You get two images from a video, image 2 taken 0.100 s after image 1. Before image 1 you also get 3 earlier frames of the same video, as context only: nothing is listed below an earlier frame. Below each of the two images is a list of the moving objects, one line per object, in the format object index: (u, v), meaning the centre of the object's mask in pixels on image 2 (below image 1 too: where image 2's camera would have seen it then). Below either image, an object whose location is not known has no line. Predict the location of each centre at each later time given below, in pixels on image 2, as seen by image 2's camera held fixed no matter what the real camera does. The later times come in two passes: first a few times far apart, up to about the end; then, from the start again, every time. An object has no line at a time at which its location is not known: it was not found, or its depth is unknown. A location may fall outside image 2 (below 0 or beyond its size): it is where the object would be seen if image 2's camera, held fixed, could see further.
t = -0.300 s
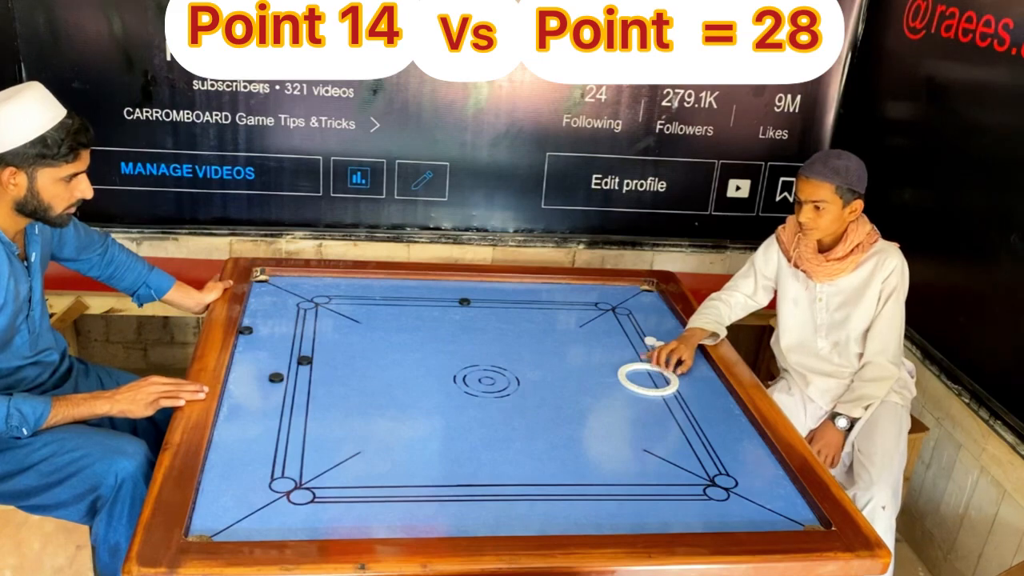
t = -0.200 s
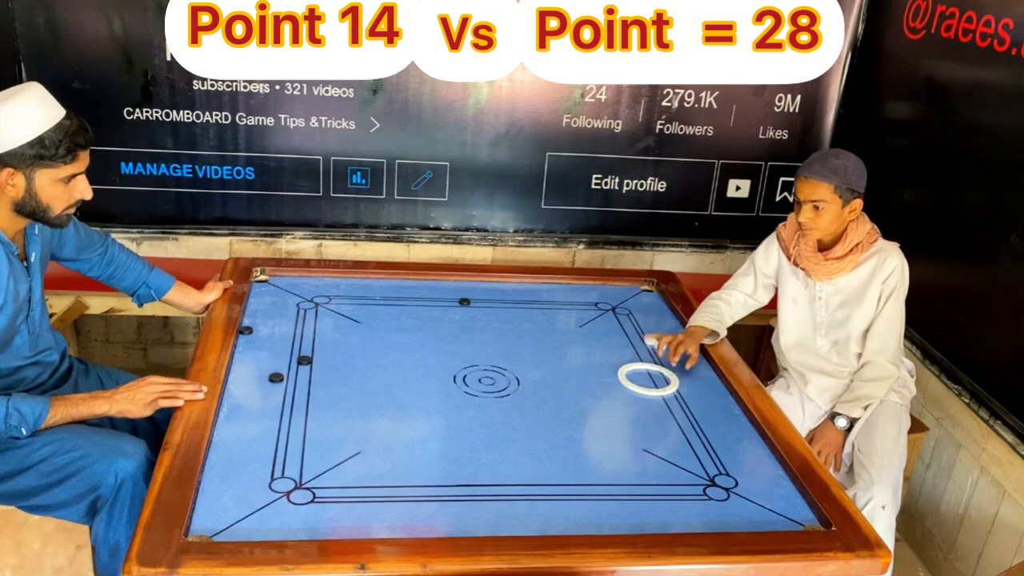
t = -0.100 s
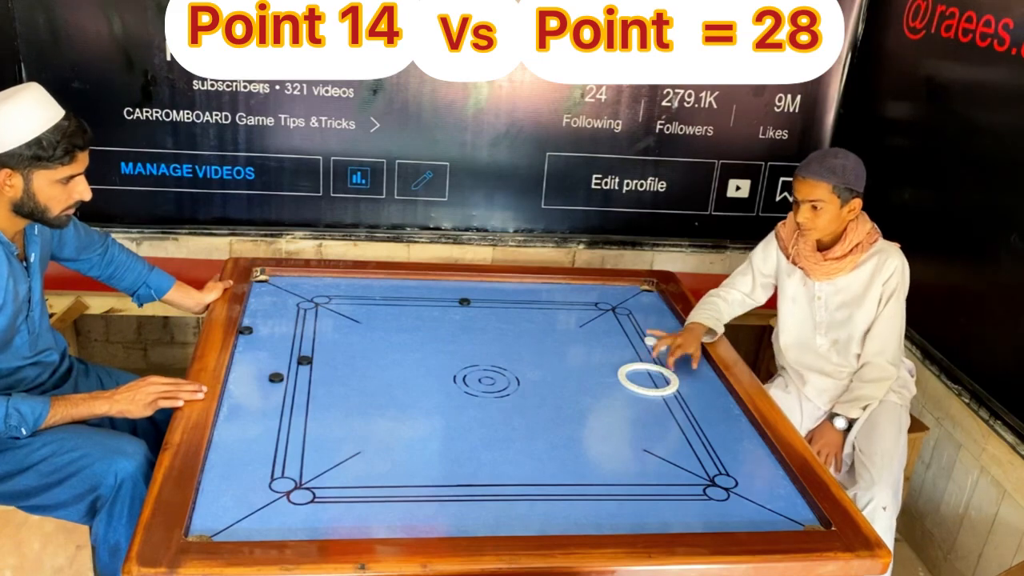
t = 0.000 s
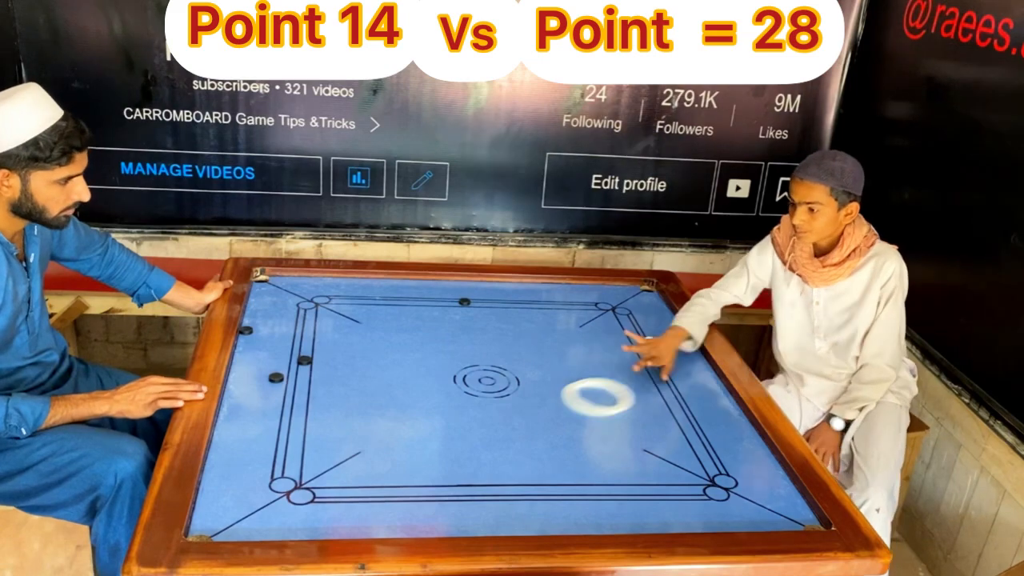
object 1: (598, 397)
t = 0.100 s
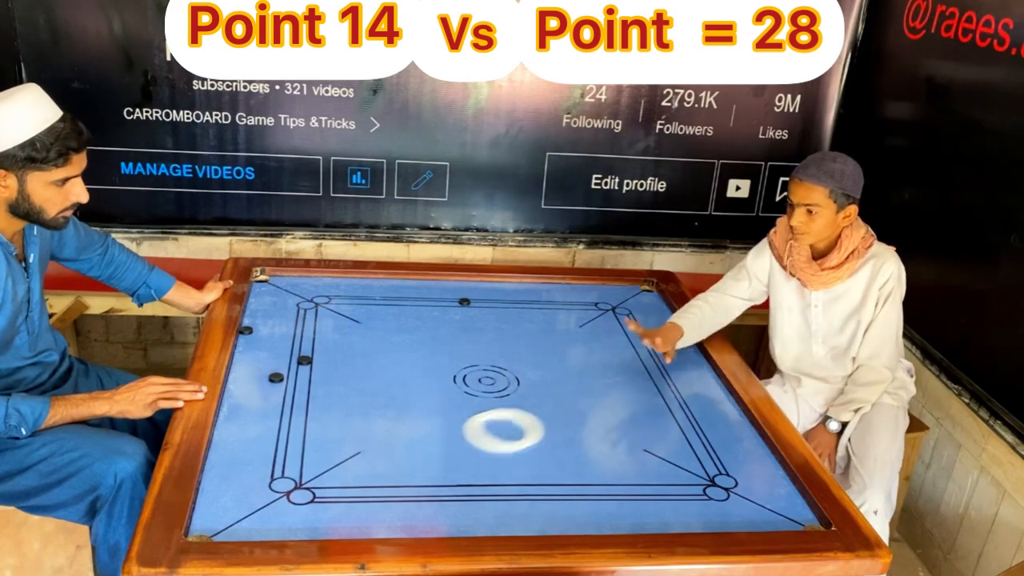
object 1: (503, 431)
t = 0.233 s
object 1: (351, 485)
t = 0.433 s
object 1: (334, 489)
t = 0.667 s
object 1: (505, 435)
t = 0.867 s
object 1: (620, 398)
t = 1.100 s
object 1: (649, 371)
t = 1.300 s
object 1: (556, 361)
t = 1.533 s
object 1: (451, 349)
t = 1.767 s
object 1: (347, 338)
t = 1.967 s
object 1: (297, 329)
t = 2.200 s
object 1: (353, 322)
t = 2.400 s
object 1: (396, 316)
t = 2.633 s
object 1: (442, 310)
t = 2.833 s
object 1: (474, 307)
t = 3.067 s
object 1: (507, 305)
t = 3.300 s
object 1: (538, 303)
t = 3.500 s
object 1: (561, 303)
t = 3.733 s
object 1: (585, 303)
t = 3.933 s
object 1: (605, 303)
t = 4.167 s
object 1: (626, 304)
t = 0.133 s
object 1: (469, 443)
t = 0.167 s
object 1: (432, 456)
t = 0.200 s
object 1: (392, 470)
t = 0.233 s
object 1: (351, 485)
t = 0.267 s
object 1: (306, 501)
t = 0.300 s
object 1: (259, 516)
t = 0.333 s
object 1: (244, 516)
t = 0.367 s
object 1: (275, 507)
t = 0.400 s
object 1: (305, 498)
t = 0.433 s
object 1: (334, 489)
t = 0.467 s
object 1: (362, 480)
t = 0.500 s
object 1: (388, 472)
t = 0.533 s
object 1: (413, 464)
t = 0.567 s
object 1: (437, 456)
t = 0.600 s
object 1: (461, 448)
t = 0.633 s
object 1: (483, 441)
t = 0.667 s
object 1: (505, 435)
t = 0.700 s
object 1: (525, 428)
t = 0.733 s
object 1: (545, 422)
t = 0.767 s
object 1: (565, 416)
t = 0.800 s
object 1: (584, 409)
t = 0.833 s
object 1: (602, 404)
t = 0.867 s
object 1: (620, 398)
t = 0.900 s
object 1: (637, 393)
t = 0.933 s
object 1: (654, 388)
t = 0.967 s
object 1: (670, 383)
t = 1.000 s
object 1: (686, 378)
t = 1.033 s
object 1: (680, 375)
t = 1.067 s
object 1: (665, 373)
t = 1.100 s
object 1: (649, 371)
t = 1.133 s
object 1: (633, 370)
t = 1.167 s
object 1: (618, 368)
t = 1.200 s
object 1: (602, 366)
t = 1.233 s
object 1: (587, 364)
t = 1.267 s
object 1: (572, 362)
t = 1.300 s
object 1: (556, 361)
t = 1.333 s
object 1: (541, 359)
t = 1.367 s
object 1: (526, 358)
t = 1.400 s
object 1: (511, 356)
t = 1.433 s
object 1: (496, 354)
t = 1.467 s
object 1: (481, 352)
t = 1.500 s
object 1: (466, 351)
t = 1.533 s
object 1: (451, 349)
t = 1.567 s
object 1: (436, 348)
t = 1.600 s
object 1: (421, 346)
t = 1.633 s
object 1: (406, 344)
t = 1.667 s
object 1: (392, 343)
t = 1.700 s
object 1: (377, 342)
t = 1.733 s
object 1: (362, 340)
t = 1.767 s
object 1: (347, 338)
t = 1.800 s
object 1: (332, 337)
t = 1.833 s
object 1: (318, 335)
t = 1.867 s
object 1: (303, 334)
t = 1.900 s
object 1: (288, 332)
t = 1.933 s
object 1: (288, 331)
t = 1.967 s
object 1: (297, 329)
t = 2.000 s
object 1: (305, 328)
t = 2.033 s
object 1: (313, 327)
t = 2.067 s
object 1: (322, 326)
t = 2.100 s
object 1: (330, 325)
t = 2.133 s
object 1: (338, 324)
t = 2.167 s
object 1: (346, 323)
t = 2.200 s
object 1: (353, 322)
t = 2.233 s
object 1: (361, 321)
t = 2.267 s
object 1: (368, 320)
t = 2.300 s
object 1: (376, 319)
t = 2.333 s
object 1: (382, 318)
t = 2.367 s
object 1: (390, 317)
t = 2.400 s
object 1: (396, 316)
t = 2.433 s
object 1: (403, 315)
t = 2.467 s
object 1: (410, 314)
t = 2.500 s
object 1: (417, 313)
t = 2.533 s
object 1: (423, 312)
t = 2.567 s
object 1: (430, 311)
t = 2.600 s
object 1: (436, 311)
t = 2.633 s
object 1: (442, 310)
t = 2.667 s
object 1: (447, 309)
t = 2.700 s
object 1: (453, 309)
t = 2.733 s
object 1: (458, 309)
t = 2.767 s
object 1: (463, 308)
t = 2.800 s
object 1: (469, 307)
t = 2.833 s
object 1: (474, 307)
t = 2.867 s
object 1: (478, 307)
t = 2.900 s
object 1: (483, 306)
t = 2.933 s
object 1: (488, 306)
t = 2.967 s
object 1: (493, 306)
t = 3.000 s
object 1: (498, 305)
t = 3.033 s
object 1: (502, 305)
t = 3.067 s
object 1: (507, 305)
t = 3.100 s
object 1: (511, 304)
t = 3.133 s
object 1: (516, 304)
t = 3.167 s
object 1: (520, 304)
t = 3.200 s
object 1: (525, 303)
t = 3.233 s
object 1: (529, 303)
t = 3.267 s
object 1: (533, 303)
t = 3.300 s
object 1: (538, 303)
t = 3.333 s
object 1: (542, 303)
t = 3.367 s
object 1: (546, 303)
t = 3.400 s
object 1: (550, 303)
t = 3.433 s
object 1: (554, 303)
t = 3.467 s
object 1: (557, 302)
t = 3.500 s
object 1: (561, 303)
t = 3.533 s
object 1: (565, 302)
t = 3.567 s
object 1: (568, 303)
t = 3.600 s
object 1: (572, 303)
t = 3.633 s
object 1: (575, 303)
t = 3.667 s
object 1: (579, 303)
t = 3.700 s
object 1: (582, 303)
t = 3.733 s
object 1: (585, 303)
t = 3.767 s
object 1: (589, 303)
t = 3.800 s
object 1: (592, 303)
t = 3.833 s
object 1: (595, 303)
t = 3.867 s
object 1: (598, 303)
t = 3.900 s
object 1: (602, 303)
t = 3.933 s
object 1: (605, 303)
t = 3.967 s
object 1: (608, 303)
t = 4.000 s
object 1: (611, 304)
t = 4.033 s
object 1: (614, 304)
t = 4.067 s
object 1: (617, 304)
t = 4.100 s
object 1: (620, 304)
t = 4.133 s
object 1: (623, 304)
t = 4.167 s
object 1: (626, 304)
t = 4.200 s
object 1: (628, 304)
